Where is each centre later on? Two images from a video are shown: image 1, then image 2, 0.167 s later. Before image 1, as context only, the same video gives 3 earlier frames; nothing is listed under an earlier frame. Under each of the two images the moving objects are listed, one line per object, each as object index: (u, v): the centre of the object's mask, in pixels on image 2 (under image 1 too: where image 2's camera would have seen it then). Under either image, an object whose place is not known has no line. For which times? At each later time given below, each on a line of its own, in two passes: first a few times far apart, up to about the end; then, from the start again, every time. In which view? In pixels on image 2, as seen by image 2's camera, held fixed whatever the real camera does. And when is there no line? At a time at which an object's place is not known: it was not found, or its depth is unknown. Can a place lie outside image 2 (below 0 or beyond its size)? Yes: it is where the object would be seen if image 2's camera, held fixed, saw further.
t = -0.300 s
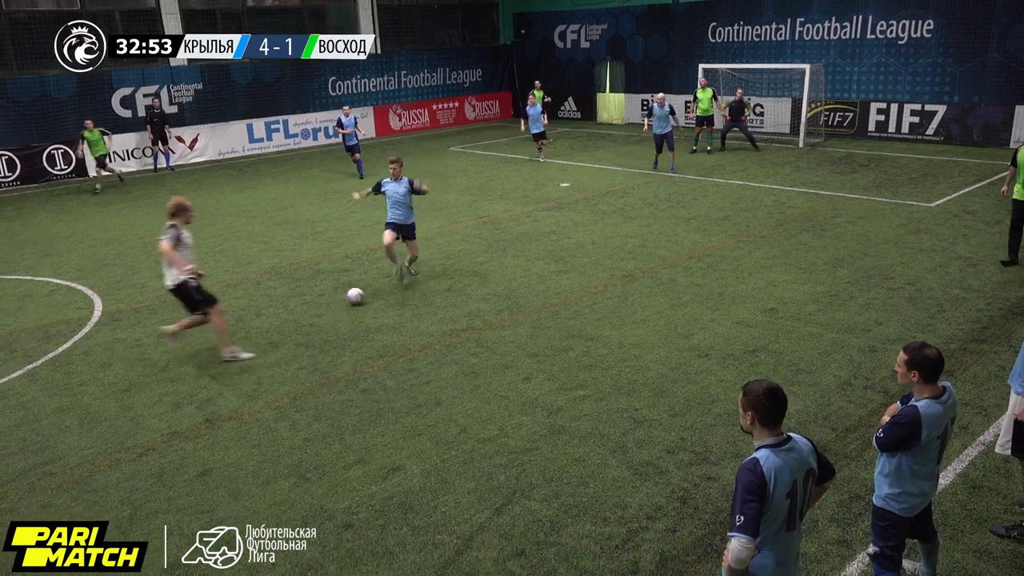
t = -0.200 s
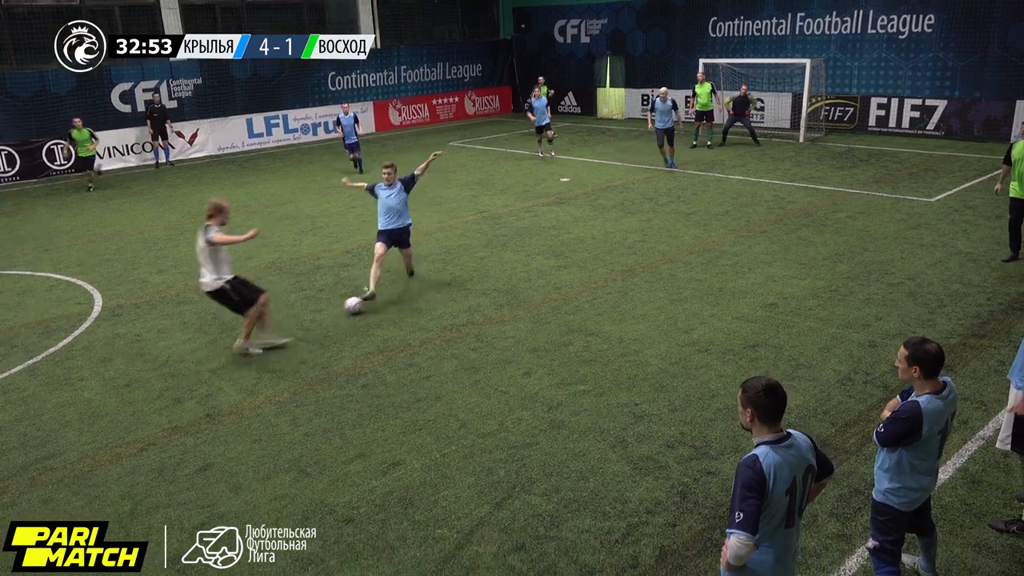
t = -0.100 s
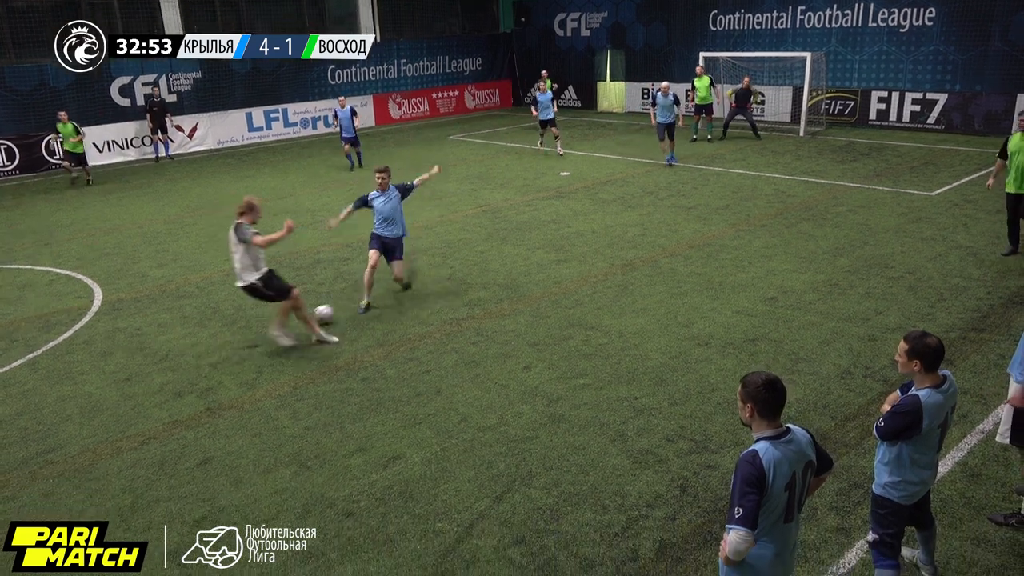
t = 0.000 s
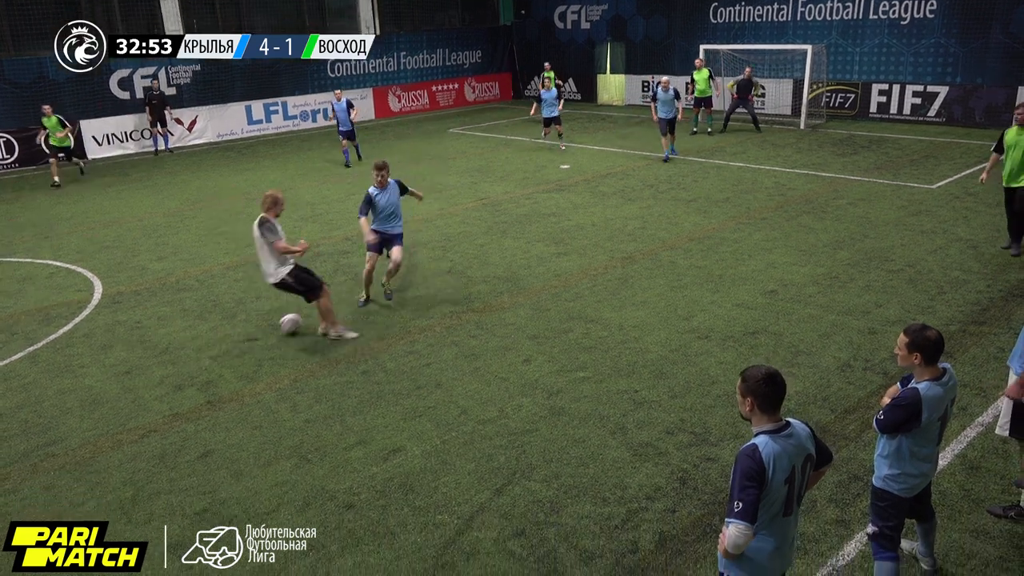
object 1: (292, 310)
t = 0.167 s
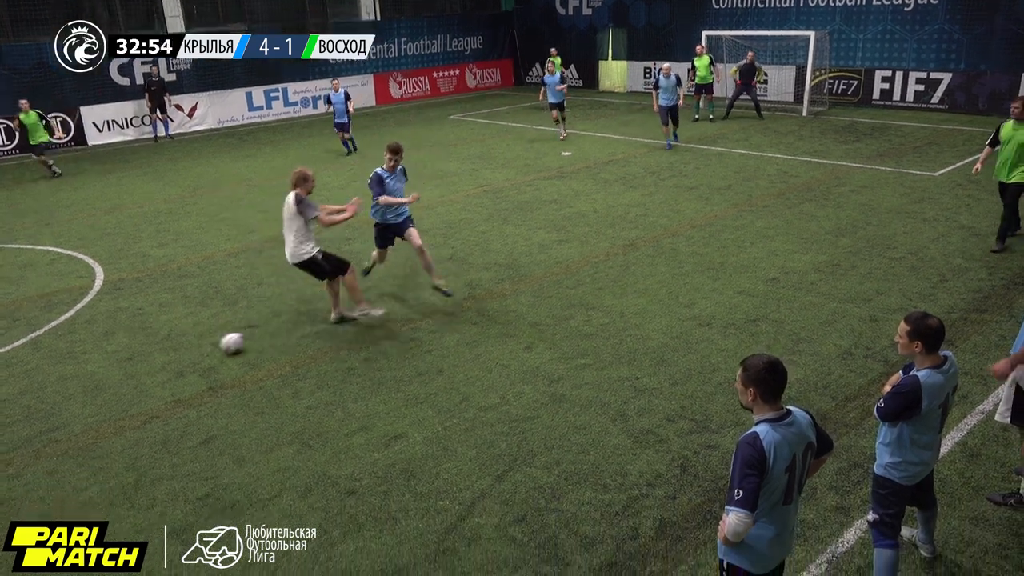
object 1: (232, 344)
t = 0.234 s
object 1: (206, 357)
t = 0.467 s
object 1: (95, 412)
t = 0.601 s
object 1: (18, 453)
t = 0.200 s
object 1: (220, 350)
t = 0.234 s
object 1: (206, 357)
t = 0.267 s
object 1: (192, 365)
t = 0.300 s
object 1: (176, 372)
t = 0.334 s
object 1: (162, 378)
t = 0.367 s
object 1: (146, 388)
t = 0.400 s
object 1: (130, 397)
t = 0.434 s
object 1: (113, 404)
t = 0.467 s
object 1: (95, 412)
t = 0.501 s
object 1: (77, 423)
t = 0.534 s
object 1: (59, 434)
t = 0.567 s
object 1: (39, 443)
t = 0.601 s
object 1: (18, 453)
